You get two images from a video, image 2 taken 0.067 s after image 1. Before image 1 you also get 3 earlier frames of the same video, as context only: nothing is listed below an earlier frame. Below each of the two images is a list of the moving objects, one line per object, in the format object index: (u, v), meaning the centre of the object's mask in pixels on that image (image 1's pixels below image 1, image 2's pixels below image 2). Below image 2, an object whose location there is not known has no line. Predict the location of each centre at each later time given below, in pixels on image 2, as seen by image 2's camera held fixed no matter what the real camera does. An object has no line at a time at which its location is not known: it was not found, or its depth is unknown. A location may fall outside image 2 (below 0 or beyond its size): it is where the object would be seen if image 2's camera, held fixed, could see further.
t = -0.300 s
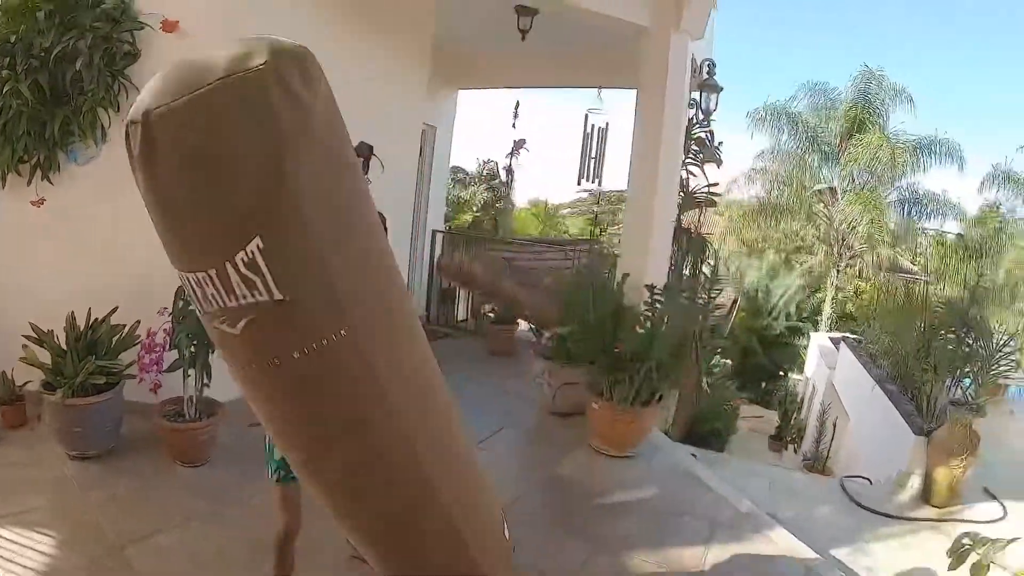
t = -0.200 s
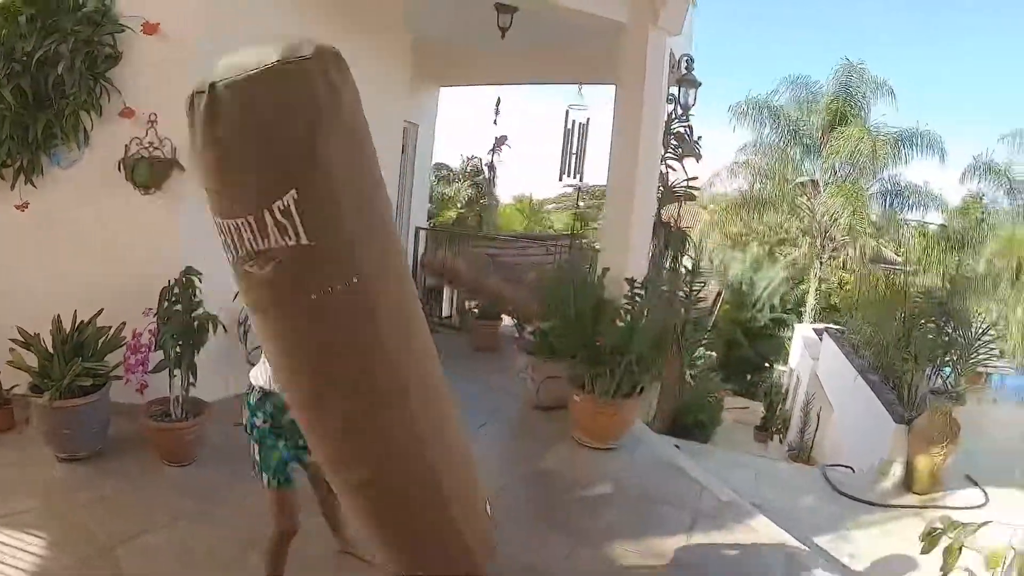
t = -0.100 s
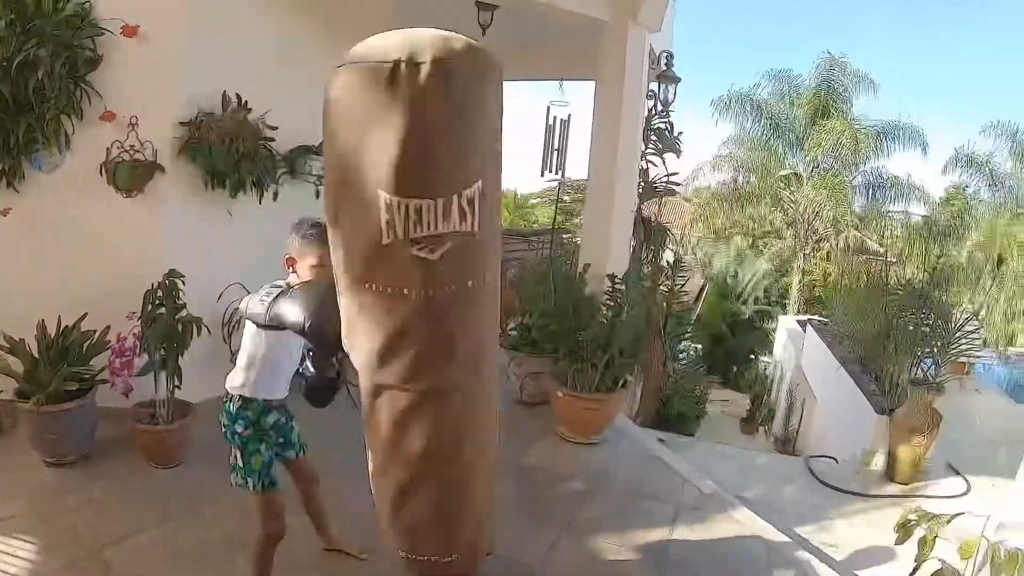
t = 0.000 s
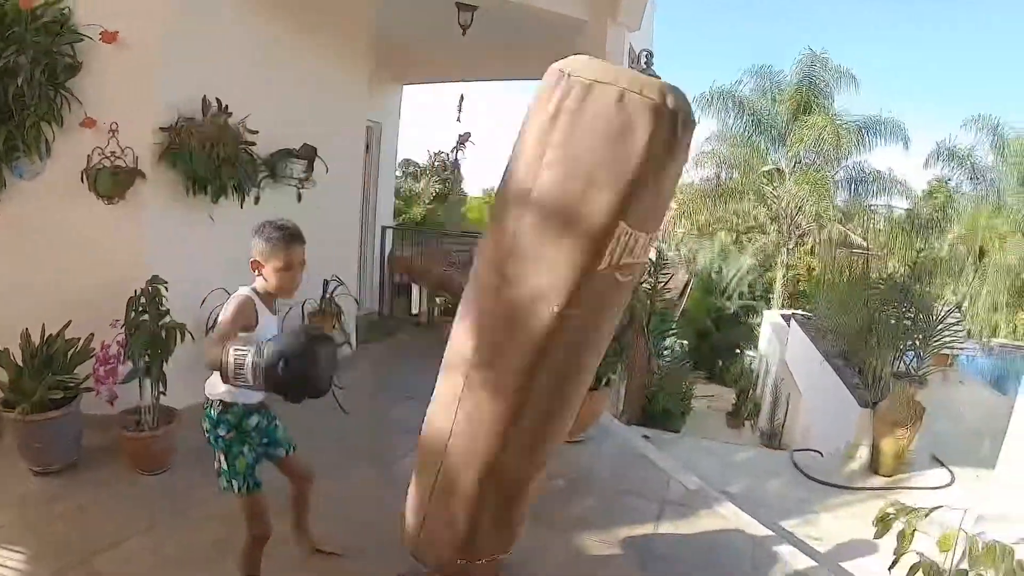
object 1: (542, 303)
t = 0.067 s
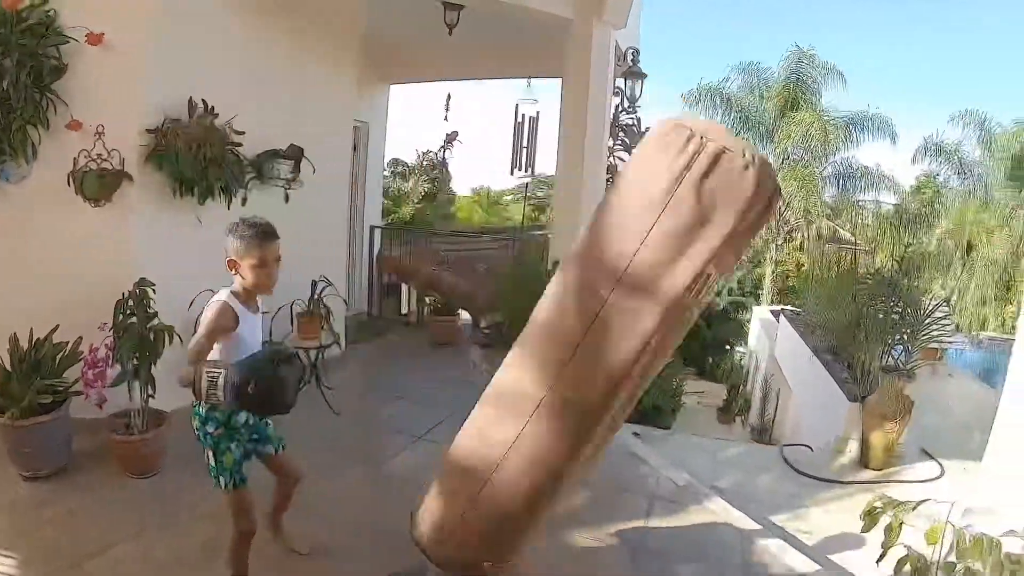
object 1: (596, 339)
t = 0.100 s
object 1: (613, 357)
